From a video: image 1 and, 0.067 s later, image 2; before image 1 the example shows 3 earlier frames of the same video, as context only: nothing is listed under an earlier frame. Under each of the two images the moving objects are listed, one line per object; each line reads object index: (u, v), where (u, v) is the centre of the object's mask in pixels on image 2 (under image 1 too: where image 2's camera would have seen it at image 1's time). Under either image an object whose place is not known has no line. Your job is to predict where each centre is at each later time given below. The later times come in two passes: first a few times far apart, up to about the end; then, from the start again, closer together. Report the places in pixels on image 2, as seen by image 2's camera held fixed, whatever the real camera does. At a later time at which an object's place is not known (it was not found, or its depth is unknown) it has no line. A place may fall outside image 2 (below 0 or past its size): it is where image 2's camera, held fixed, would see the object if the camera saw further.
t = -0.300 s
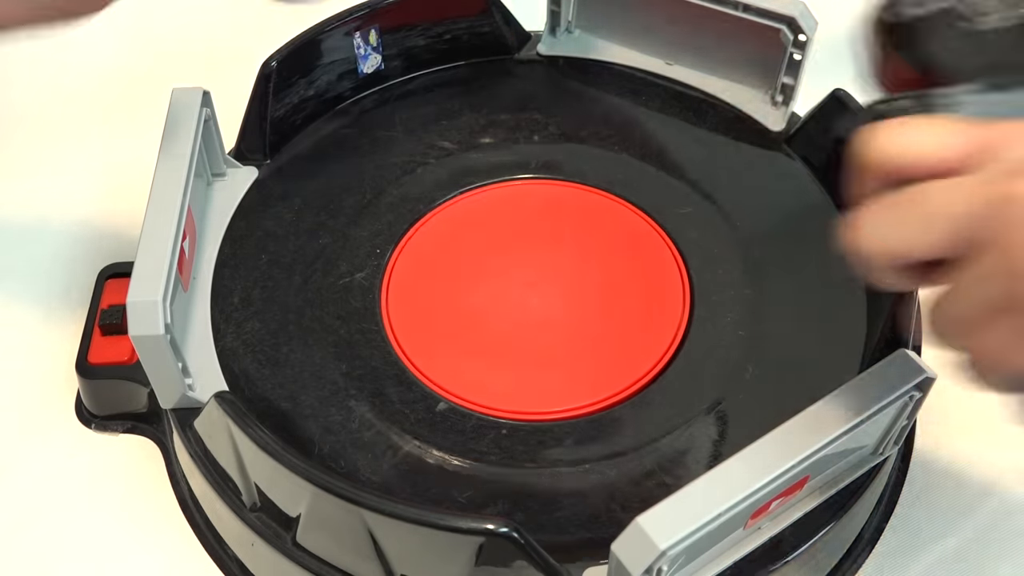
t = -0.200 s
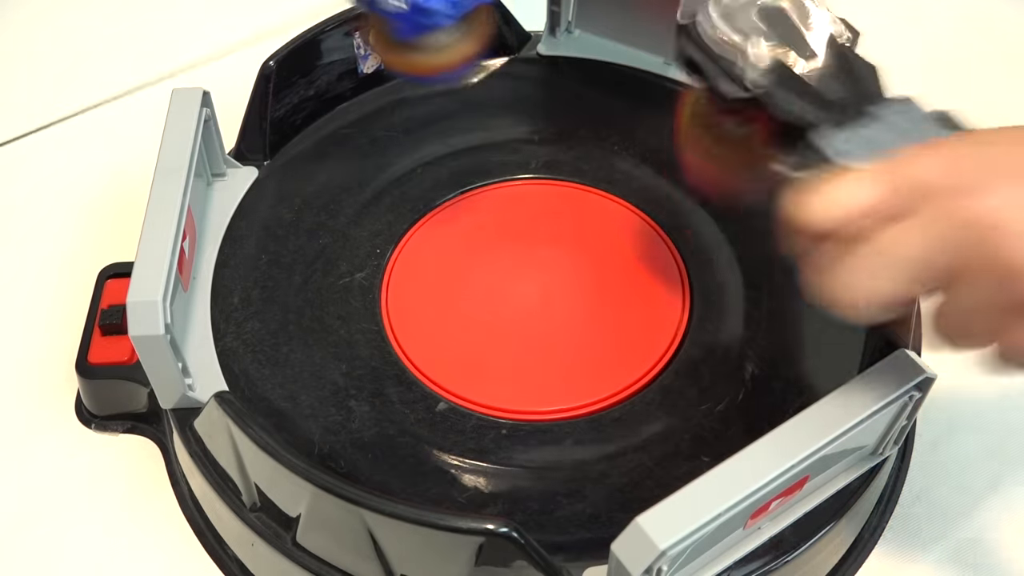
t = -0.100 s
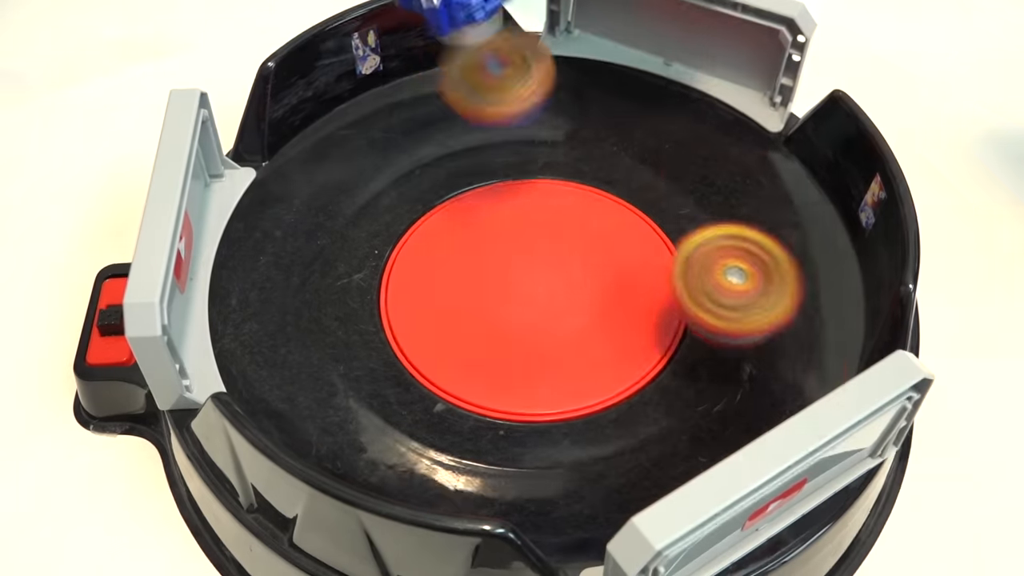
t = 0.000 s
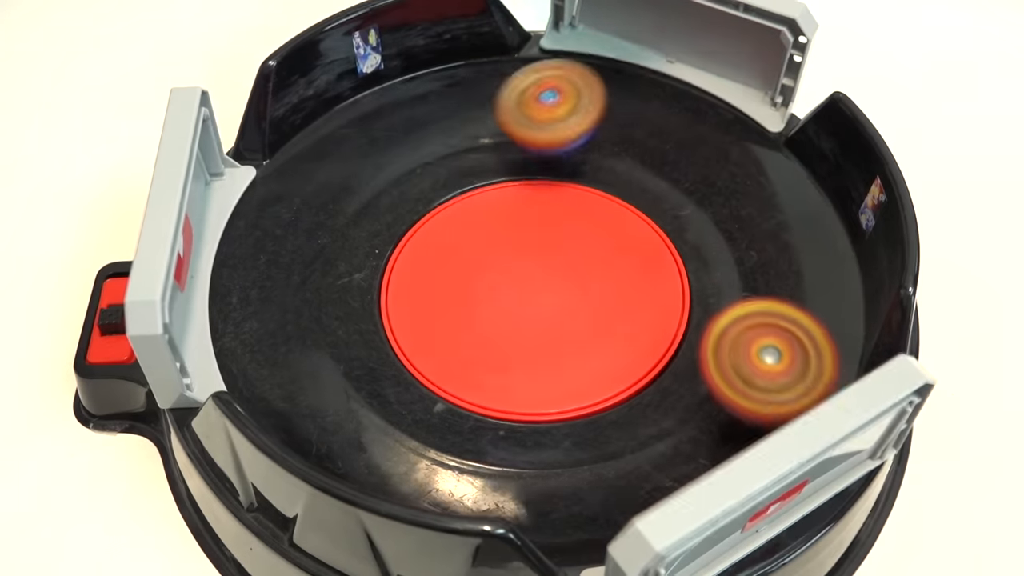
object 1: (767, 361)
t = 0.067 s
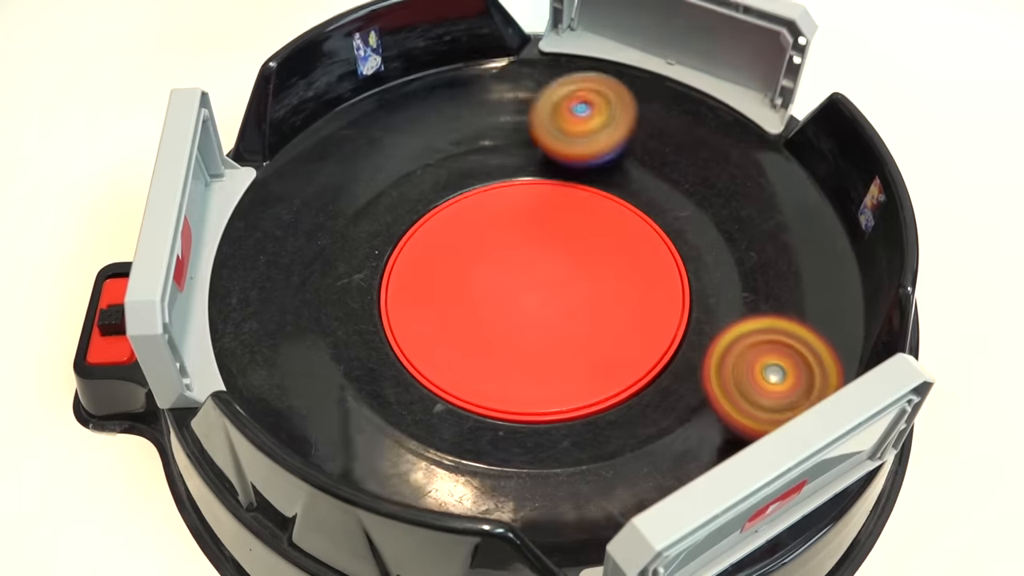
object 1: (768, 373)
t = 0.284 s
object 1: (753, 309)
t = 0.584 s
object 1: (789, 215)
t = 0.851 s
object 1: (595, 140)
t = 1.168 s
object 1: (804, 354)
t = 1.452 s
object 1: (699, 239)
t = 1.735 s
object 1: (701, 258)
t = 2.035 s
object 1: (620, 386)
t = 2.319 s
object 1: (535, 469)
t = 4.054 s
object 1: (540, 128)
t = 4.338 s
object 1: (584, 42)
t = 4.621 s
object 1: (555, 102)
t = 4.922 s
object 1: (750, 100)
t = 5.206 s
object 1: (706, 117)
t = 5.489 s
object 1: (686, 226)
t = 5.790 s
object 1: (807, 302)
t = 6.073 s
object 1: (692, 225)
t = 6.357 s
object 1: (770, 395)
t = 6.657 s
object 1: (622, 450)
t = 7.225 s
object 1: (490, 357)
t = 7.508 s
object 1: (324, 169)
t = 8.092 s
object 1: (675, 205)
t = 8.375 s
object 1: (701, 98)
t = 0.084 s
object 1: (767, 373)
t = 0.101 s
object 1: (767, 374)
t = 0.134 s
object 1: (766, 371)
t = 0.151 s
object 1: (766, 369)
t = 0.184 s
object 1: (764, 361)
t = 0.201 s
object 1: (763, 355)
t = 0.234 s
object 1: (759, 339)
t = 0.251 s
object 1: (757, 330)
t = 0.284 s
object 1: (753, 309)
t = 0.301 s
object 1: (750, 296)
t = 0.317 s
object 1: (746, 283)
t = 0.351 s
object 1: (744, 260)
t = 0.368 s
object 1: (753, 261)
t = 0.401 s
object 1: (774, 264)
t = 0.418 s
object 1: (784, 264)
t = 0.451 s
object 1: (801, 261)
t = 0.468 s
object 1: (808, 258)
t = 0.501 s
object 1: (820, 249)
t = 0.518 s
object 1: (818, 244)
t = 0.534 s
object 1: (812, 238)
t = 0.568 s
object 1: (797, 224)
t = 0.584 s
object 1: (789, 215)
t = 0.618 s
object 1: (767, 195)
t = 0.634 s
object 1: (753, 184)
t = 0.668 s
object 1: (718, 164)
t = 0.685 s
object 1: (698, 155)
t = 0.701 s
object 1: (675, 147)
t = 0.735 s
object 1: (626, 135)
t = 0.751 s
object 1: (602, 131)
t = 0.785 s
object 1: (583, 147)
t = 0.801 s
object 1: (587, 144)
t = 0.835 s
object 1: (593, 140)
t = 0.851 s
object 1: (595, 140)
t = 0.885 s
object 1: (597, 144)
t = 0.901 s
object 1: (600, 150)
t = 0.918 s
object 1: (618, 164)
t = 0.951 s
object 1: (658, 196)
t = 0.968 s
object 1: (677, 212)
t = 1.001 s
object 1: (714, 253)
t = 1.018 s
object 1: (733, 274)
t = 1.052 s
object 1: (770, 314)
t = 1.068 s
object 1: (790, 333)
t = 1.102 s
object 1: (821, 354)
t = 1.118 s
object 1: (831, 363)
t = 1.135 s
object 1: (821, 355)
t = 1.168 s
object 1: (804, 354)
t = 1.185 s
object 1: (795, 351)
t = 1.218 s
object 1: (779, 340)
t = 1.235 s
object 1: (771, 334)
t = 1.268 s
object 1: (756, 317)
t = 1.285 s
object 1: (750, 308)
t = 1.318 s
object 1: (732, 287)
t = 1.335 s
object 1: (722, 276)
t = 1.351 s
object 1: (712, 268)
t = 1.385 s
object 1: (692, 255)
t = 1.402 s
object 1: (696, 250)
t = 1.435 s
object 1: (700, 242)
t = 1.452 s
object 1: (699, 239)
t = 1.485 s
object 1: (692, 236)
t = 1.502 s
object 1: (692, 235)
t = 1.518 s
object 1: (696, 234)
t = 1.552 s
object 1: (702, 234)
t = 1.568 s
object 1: (703, 235)
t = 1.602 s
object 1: (696, 238)
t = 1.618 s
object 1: (695, 239)
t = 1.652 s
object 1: (703, 243)
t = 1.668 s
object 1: (703, 246)
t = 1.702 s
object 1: (699, 251)
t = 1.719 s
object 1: (699, 255)
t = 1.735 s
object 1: (701, 258)
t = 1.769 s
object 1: (703, 267)
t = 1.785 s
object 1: (701, 271)
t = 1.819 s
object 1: (697, 282)
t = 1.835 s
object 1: (700, 289)
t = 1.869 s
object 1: (700, 302)
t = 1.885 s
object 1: (696, 308)
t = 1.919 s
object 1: (680, 320)
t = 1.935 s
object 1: (671, 327)
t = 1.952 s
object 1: (667, 337)
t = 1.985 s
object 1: (654, 358)
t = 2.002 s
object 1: (645, 367)
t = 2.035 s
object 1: (620, 386)
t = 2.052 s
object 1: (605, 396)
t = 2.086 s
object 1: (573, 417)
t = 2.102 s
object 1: (559, 428)
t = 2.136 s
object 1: (535, 443)
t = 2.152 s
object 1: (526, 451)
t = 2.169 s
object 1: (517, 456)
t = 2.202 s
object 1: (507, 465)
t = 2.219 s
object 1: (505, 469)
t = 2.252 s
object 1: (507, 475)
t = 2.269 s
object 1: (511, 475)
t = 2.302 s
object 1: (526, 472)
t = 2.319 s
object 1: (535, 469)
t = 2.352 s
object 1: (559, 459)
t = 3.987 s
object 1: (490, 177)
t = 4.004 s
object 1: (502, 162)
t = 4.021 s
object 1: (514, 147)
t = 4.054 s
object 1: (540, 128)
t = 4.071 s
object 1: (552, 122)
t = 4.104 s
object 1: (571, 104)
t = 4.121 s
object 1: (579, 95)
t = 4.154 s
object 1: (590, 78)
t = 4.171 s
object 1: (593, 70)
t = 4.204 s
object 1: (597, 55)
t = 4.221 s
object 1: (597, 48)
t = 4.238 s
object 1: (595, 42)
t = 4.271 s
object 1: (591, 35)
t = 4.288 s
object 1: (591, 36)
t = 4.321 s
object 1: (587, 40)
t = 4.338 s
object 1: (584, 42)
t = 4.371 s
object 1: (575, 46)
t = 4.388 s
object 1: (570, 50)
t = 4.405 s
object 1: (564, 53)
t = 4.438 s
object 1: (550, 59)
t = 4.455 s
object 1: (542, 62)
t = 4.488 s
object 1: (523, 69)
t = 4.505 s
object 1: (511, 73)
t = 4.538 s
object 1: (487, 83)
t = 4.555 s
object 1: (488, 86)
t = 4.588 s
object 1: (524, 96)
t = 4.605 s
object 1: (540, 100)
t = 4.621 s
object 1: (555, 102)
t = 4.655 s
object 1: (587, 107)
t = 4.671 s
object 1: (603, 108)
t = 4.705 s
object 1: (633, 110)
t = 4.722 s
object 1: (648, 110)
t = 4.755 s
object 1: (677, 110)
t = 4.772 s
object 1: (691, 109)
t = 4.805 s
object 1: (718, 106)
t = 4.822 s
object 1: (732, 104)
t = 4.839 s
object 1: (744, 102)
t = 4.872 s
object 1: (757, 98)
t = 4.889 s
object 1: (755, 99)
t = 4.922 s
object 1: (750, 100)
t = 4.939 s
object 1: (748, 100)
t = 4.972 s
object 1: (745, 100)
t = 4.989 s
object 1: (743, 99)
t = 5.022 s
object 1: (741, 98)
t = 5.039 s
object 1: (740, 98)
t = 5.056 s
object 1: (740, 97)
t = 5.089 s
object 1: (738, 97)
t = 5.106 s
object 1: (736, 98)
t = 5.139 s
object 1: (728, 101)
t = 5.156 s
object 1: (724, 103)
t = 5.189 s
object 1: (713, 112)
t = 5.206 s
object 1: (706, 117)
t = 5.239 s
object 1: (690, 132)
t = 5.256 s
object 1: (681, 139)
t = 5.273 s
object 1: (672, 148)
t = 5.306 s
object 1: (658, 165)
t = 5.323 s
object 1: (658, 170)
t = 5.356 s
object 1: (658, 185)
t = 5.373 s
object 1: (659, 193)
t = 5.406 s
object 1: (665, 204)
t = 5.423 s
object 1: (670, 208)
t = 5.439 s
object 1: (674, 213)
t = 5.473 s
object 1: (681, 220)
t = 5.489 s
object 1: (686, 226)
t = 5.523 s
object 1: (698, 237)
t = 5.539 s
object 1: (705, 244)
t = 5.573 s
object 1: (720, 262)
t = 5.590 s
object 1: (729, 271)
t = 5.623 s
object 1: (748, 289)
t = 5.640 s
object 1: (756, 295)
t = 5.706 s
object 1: (783, 309)
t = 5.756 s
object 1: (798, 308)
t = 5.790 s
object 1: (807, 302)
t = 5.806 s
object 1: (811, 298)
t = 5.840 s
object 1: (815, 287)
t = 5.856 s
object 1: (814, 280)
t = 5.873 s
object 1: (811, 274)
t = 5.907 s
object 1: (798, 261)
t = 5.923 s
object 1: (787, 255)
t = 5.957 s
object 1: (761, 245)
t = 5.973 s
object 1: (743, 241)
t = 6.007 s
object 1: (710, 234)
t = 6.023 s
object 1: (693, 230)
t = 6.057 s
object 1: (690, 227)
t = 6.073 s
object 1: (692, 225)
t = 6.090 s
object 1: (694, 224)
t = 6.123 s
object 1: (723, 242)
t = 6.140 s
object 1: (745, 260)
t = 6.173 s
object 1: (781, 291)
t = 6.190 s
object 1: (796, 306)
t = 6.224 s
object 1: (814, 331)
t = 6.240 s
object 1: (811, 339)
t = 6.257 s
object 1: (807, 350)
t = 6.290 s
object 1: (800, 367)
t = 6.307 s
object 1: (794, 378)
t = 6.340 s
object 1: (778, 389)
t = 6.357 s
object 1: (770, 395)
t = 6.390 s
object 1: (754, 407)
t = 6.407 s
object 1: (746, 412)
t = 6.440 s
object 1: (731, 420)
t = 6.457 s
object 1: (721, 423)
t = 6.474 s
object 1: (713, 426)
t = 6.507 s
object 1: (696, 433)
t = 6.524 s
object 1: (688, 436)
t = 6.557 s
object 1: (672, 441)
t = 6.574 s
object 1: (663, 444)
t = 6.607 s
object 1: (647, 448)
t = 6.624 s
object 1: (638, 449)
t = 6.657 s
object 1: (622, 450)
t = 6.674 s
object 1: (613, 450)
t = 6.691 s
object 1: (603, 448)
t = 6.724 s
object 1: (592, 468)
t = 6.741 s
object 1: (585, 477)
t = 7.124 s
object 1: (540, 378)
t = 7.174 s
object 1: (514, 373)
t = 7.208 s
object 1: (498, 363)
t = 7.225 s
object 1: (490, 357)
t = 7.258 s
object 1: (466, 341)
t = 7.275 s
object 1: (451, 330)
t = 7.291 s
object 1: (436, 318)
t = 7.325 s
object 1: (403, 294)
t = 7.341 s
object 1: (386, 281)
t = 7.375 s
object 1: (371, 247)
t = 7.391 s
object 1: (366, 235)
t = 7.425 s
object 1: (356, 213)
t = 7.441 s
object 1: (350, 203)
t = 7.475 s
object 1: (337, 183)
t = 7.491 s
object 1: (330, 175)
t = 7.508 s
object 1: (324, 169)
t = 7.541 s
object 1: (313, 159)
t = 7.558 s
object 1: (306, 156)
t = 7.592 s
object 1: (294, 152)
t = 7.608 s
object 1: (288, 151)
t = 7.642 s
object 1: (274, 151)
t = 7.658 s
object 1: (268, 152)
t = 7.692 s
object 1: (276, 169)
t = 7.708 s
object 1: (282, 178)
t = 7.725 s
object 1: (290, 189)
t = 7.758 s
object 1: (310, 211)
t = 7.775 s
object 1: (324, 223)
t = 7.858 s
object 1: (406, 262)
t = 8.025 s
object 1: (597, 224)
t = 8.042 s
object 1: (619, 218)
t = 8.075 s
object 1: (656, 209)
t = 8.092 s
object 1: (675, 205)
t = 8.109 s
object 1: (693, 200)
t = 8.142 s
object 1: (721, 194)
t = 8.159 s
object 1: (733, 187)
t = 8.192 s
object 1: (751, 174)
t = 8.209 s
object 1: (757, 166)
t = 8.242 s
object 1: (764, 152)
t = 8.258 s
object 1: (764, 143)
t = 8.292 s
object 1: (751, 130)
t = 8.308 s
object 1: (744, 124)
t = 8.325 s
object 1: (735, 118)
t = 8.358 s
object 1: (714, 104)
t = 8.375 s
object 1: (701, 98)
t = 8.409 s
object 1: (674, 89)
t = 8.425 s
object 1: (658, 87)
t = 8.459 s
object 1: (626, 86)
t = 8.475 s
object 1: (616, 83)
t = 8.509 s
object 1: (607, 67)
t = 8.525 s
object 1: (600, 61)
